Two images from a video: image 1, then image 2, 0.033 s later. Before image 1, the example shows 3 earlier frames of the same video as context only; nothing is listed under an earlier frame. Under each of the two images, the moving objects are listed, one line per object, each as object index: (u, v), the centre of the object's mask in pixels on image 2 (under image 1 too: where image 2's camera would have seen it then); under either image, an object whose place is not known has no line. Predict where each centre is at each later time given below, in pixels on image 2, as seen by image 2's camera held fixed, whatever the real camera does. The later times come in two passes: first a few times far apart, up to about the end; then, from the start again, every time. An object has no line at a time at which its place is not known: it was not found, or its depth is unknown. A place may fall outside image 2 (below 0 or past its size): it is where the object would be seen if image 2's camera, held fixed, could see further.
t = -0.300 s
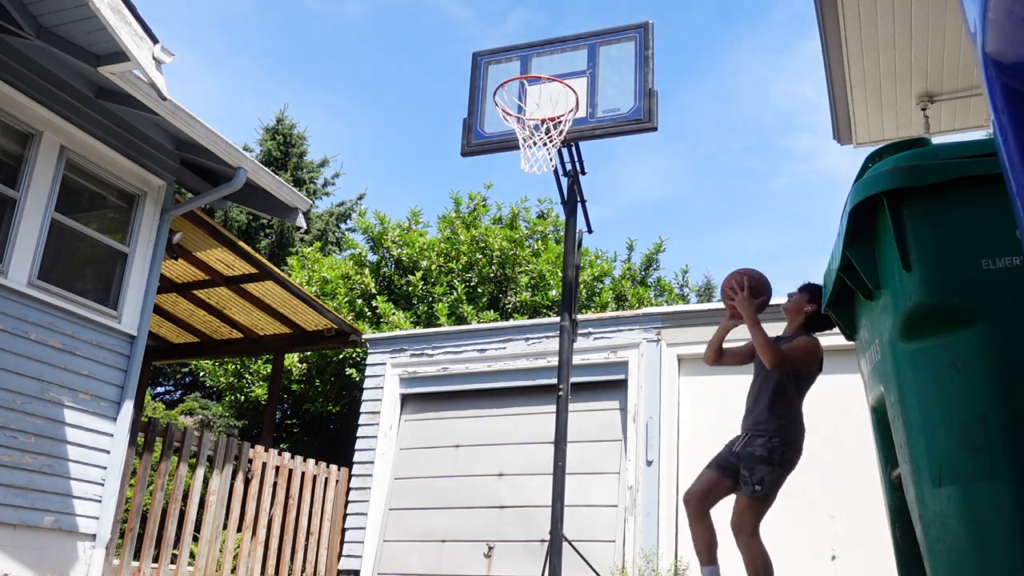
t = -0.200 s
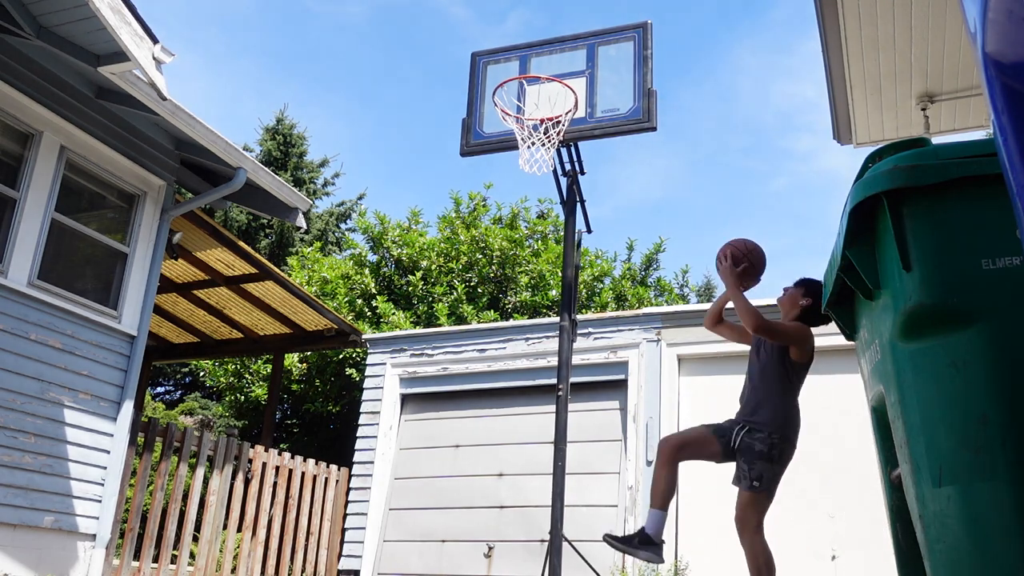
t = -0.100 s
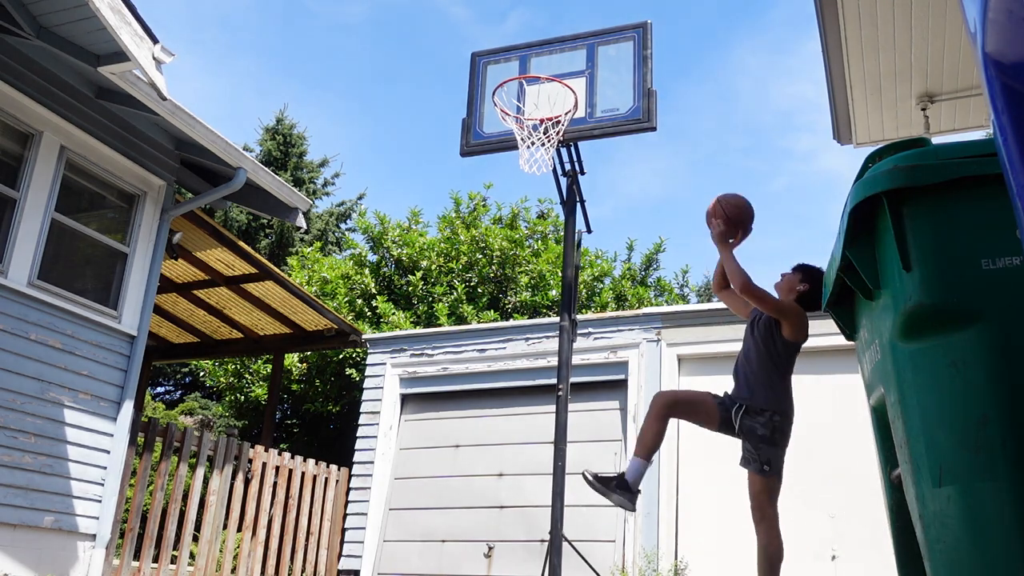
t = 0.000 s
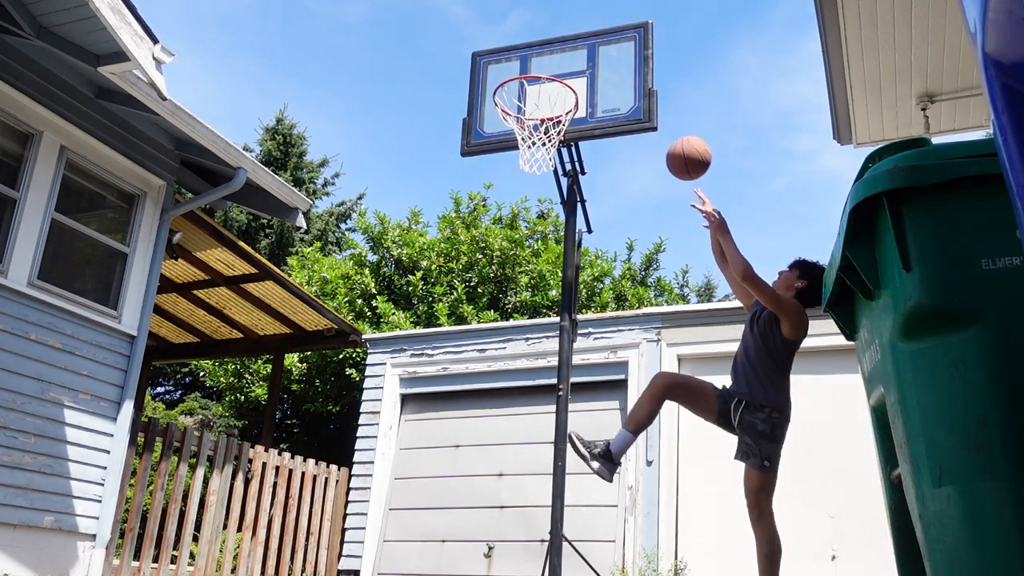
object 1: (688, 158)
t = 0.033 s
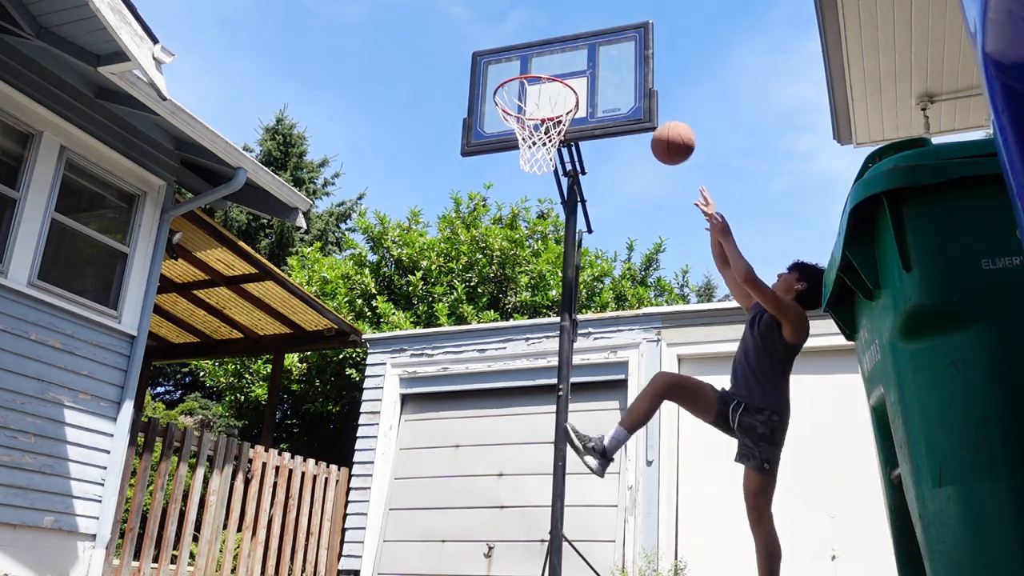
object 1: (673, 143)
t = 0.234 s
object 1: (598, 92)
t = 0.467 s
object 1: (523, 97)
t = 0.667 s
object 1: (534, 86)
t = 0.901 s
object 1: (557, 143)
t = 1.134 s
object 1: (525, 214)
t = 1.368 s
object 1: (488, 371)
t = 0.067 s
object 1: (658, 130)
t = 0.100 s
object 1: (644, 120)
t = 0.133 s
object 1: (631, 111)
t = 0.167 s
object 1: (620, 103)
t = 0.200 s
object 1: (609, 97)
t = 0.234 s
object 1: (598, 92)
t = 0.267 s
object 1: (589, 88)
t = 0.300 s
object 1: (575, 87)
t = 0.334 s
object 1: (563, 87)
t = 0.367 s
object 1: (552, 89)
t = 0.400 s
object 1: (540, 92)
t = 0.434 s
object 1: (529, 96)
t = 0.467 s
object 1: (523, 97)
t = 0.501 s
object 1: (521, 91)
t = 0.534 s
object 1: (518, 87)
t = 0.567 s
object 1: (516, 84)
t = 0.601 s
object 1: (518, 84)
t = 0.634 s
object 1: (526, 84)
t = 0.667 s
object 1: (534, 86)
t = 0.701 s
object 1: (540, 91)
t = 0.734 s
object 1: (548, 98)
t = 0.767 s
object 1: (554, 103)
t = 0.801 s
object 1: (555, 113)
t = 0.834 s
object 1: (557, 124)
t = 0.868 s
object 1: (558, 134)
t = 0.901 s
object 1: (557, 143)
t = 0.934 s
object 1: (553, 150)
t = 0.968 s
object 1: (550, 157)
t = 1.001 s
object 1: (544, 165)
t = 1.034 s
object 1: (539, 175)
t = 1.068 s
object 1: (534, 186)
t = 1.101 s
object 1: (530, 199)
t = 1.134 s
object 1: (525, 214)
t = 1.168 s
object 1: (520, 230)
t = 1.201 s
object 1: (517, 248)
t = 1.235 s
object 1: (510, 269)
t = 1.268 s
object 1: (505, 291)
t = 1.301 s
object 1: (500, 314)
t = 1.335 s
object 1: (494, 341)
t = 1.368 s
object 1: (488, 371)
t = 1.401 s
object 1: (482, 401)
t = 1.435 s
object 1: (475, 436)
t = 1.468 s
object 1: (469, 472)
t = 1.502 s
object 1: (462, 512)
